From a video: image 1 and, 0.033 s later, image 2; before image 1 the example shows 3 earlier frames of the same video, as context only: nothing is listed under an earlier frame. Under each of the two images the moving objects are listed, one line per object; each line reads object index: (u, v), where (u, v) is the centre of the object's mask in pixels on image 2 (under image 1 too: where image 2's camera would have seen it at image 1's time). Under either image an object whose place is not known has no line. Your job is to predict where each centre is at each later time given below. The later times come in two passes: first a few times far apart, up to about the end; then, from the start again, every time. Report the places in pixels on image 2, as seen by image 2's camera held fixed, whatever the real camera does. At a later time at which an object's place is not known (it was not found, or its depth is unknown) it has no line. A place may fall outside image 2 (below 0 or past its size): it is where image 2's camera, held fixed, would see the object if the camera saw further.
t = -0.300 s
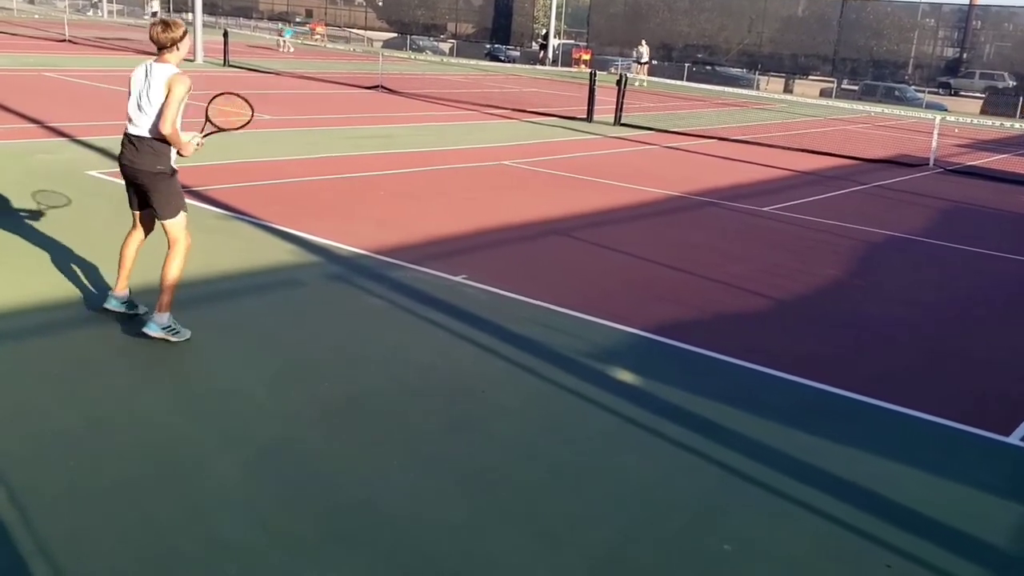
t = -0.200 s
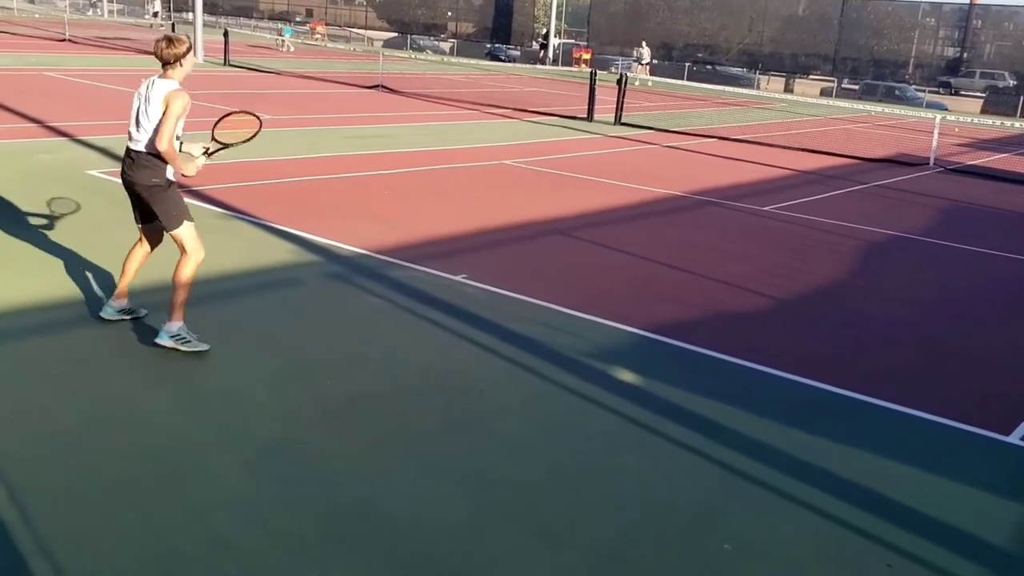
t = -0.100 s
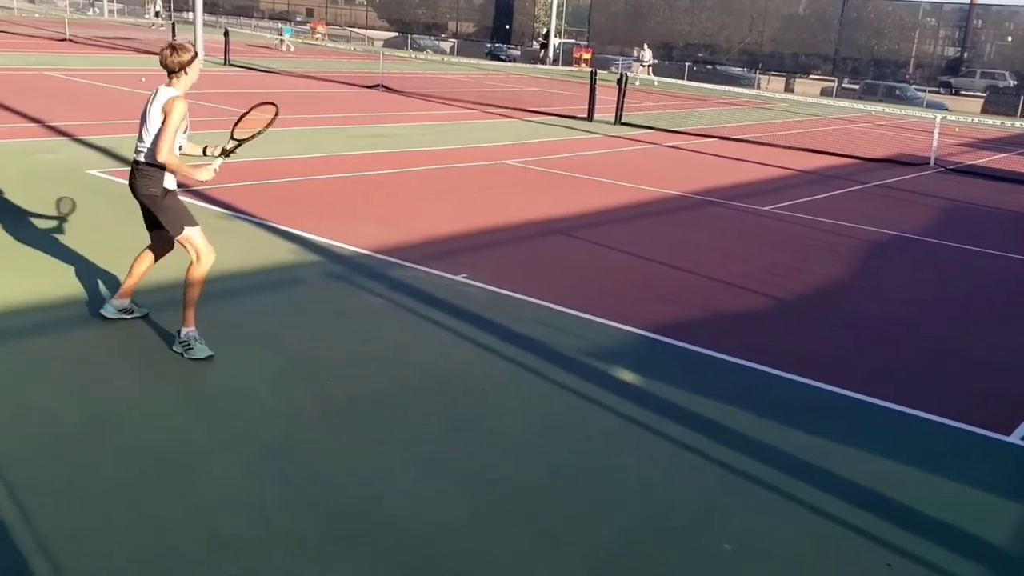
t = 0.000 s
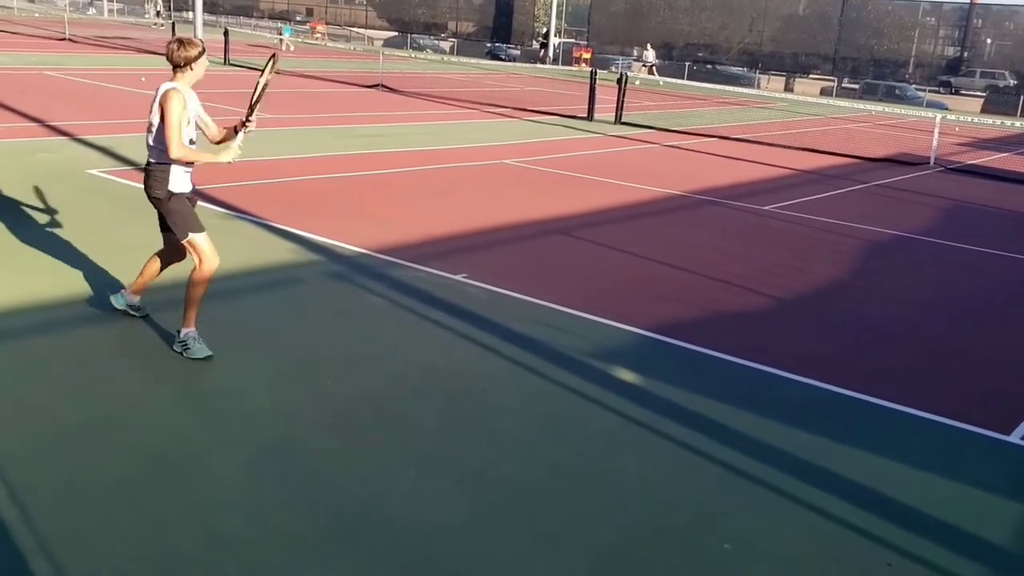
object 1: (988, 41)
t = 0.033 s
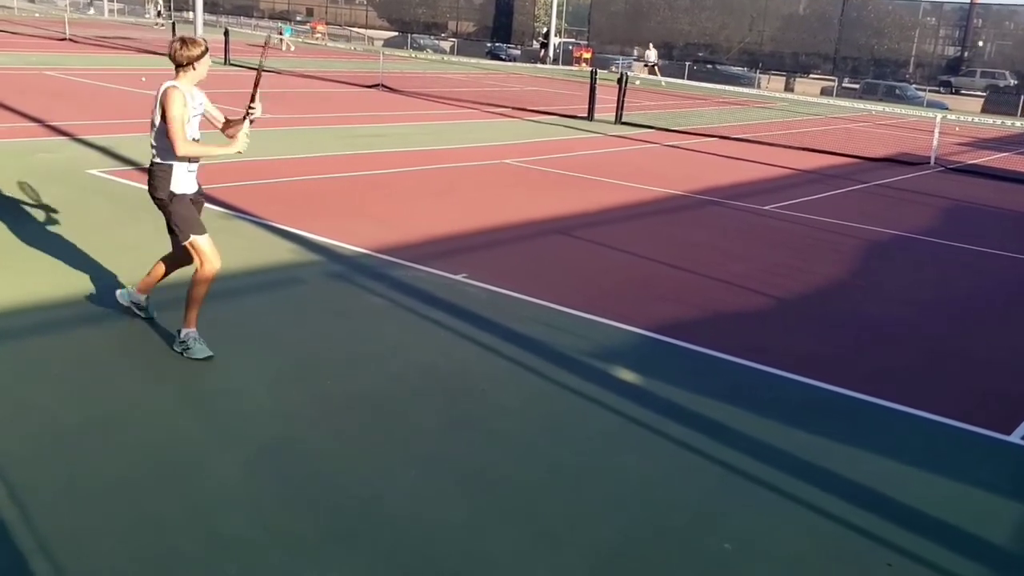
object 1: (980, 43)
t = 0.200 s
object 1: (926, 74)
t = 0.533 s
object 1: (723, 281)
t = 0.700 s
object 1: (625, 258)
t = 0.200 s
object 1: (926, 74)
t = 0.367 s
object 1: (847, 144)
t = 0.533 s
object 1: (723, 281)
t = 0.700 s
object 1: (625, 258)
